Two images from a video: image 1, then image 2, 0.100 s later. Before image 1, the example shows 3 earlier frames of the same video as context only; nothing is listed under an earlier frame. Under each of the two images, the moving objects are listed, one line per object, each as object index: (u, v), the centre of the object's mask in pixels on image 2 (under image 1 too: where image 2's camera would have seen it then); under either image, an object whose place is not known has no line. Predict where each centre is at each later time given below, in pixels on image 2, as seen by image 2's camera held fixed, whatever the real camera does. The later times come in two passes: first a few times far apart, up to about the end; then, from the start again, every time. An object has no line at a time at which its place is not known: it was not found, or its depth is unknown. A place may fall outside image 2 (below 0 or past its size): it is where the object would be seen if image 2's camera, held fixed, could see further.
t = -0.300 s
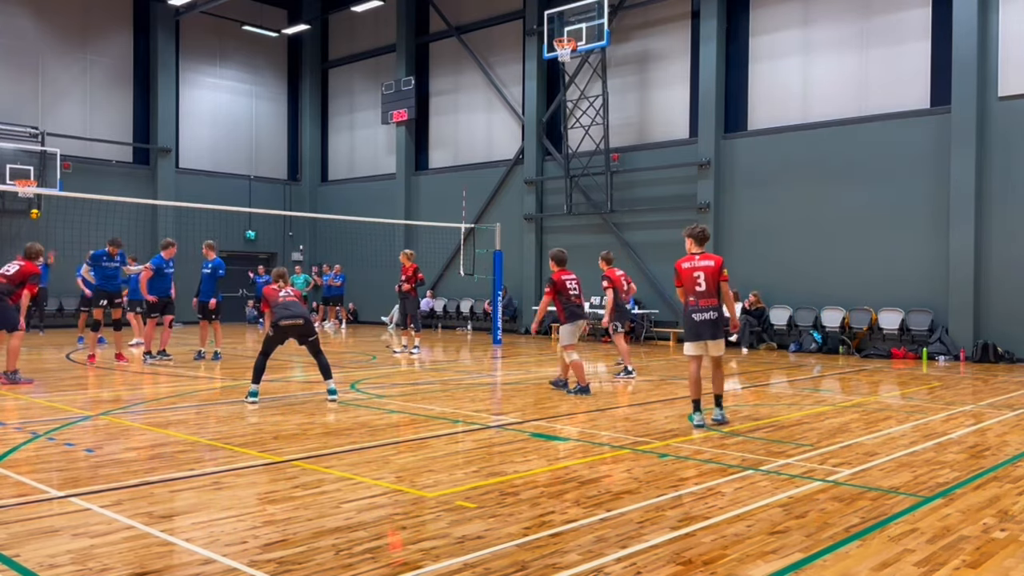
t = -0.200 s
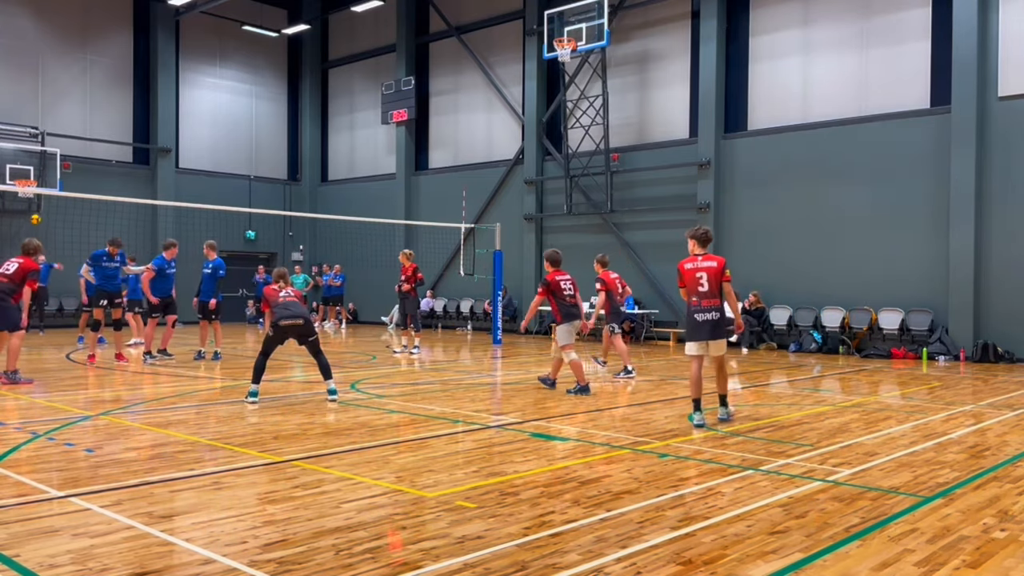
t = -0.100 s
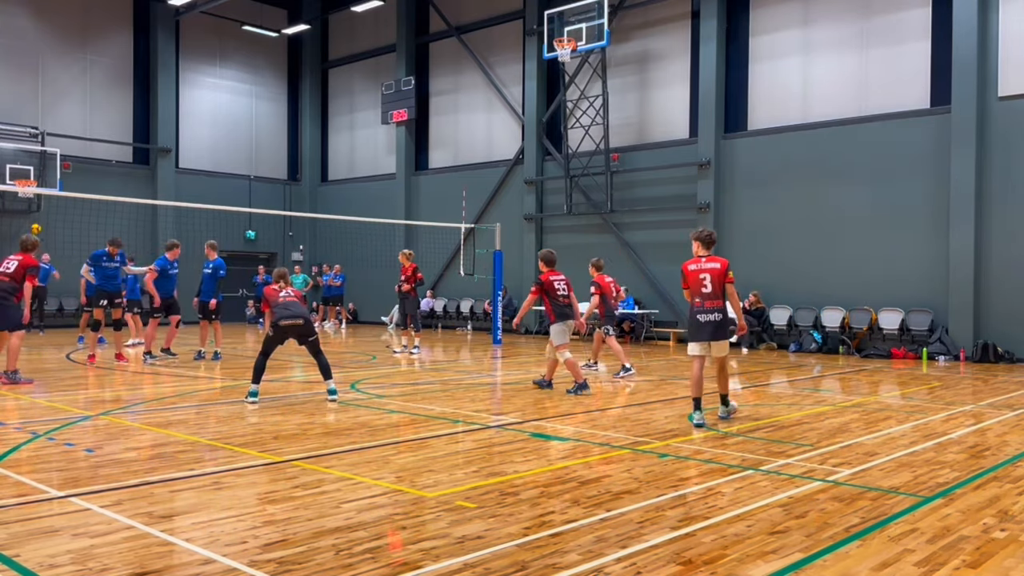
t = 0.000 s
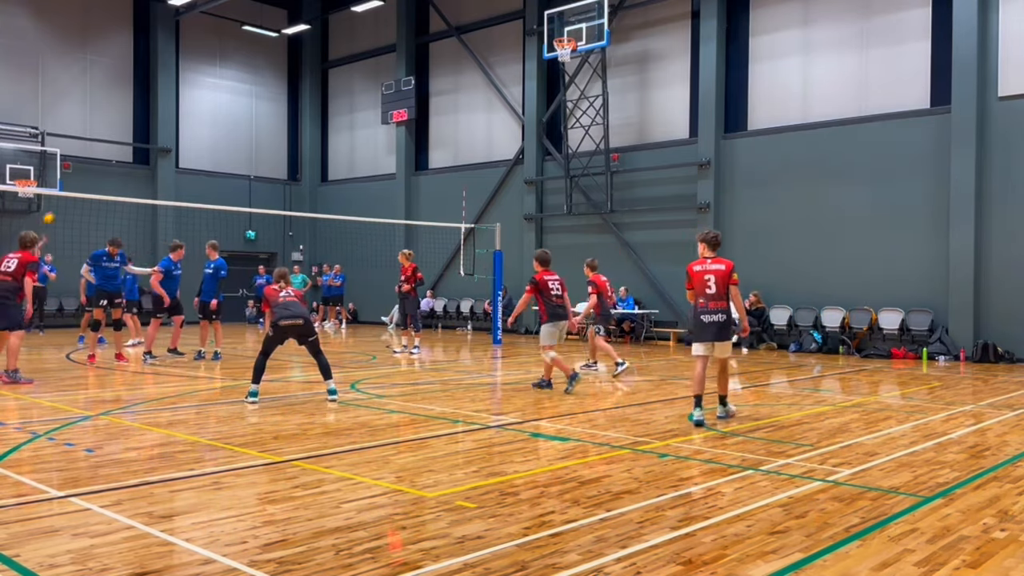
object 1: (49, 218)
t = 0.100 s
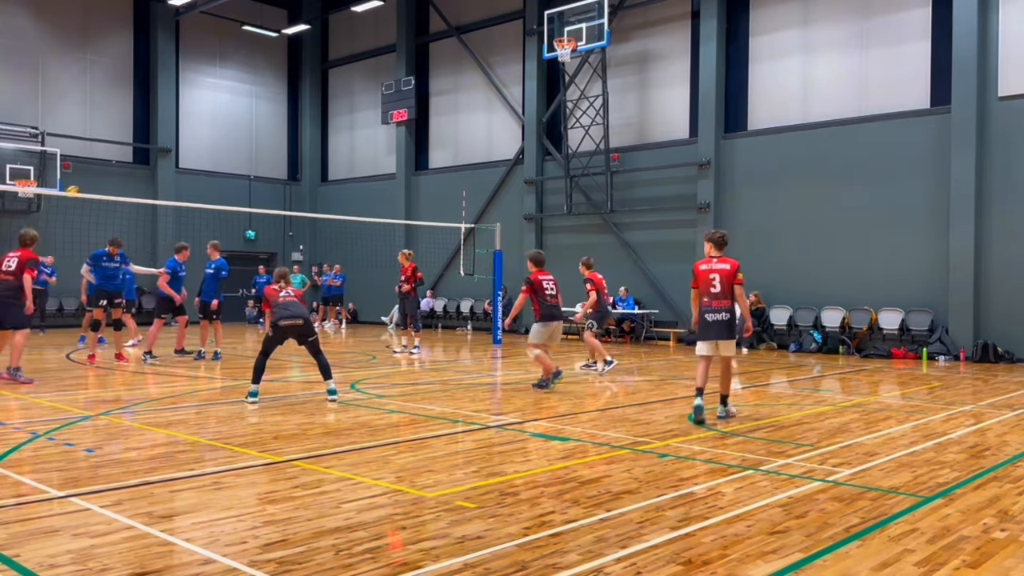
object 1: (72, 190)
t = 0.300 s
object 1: (126, 147)
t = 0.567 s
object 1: (212, 113)
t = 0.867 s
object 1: (338, 122)
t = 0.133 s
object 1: (81, 183)
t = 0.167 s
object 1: (89, 175)
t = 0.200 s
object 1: (98, 168)
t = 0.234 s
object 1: (107, 160)
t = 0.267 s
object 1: (115, 154)
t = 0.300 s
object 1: (126, 147)
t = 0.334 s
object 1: (136, 142)
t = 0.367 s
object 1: (145, 137)
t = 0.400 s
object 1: (155, 132)
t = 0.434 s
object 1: (166, 126)
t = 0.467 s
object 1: (176, 123)
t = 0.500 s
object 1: (188, 119)
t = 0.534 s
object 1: (200, 116)
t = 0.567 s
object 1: (212, 113)
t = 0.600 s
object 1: (224, 111)
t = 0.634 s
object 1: (237, 110)
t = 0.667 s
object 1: (250, 110)
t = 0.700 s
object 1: (264, 109)
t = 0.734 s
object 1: (277, 110)
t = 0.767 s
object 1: (291, 112)
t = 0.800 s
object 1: (306, 114)
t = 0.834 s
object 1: (322, 118)
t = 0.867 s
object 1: (338, 122)
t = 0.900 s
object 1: (354, 128)
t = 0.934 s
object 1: (371, 134)
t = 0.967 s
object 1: (388, 142)
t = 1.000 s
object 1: (407, 151)
